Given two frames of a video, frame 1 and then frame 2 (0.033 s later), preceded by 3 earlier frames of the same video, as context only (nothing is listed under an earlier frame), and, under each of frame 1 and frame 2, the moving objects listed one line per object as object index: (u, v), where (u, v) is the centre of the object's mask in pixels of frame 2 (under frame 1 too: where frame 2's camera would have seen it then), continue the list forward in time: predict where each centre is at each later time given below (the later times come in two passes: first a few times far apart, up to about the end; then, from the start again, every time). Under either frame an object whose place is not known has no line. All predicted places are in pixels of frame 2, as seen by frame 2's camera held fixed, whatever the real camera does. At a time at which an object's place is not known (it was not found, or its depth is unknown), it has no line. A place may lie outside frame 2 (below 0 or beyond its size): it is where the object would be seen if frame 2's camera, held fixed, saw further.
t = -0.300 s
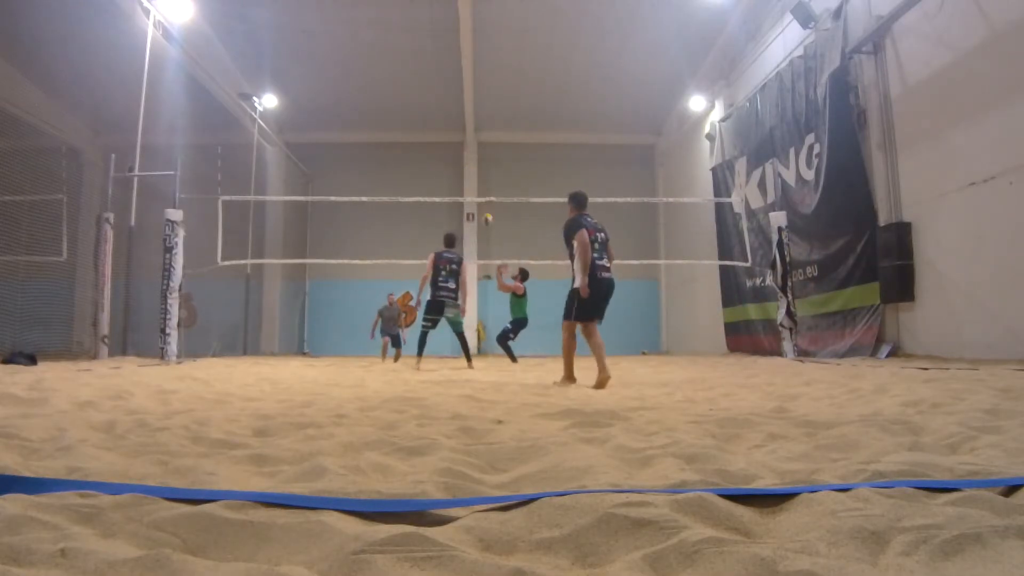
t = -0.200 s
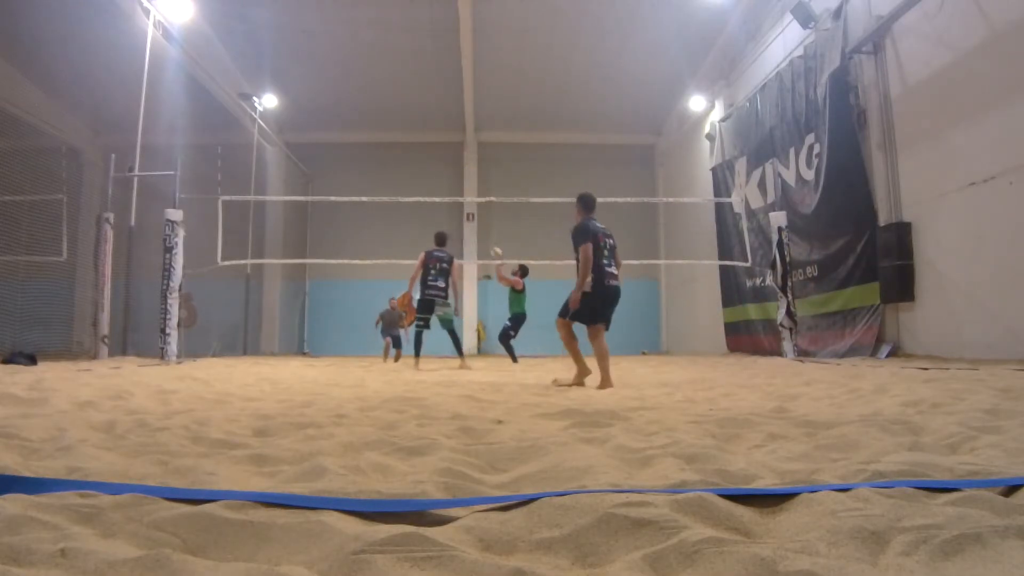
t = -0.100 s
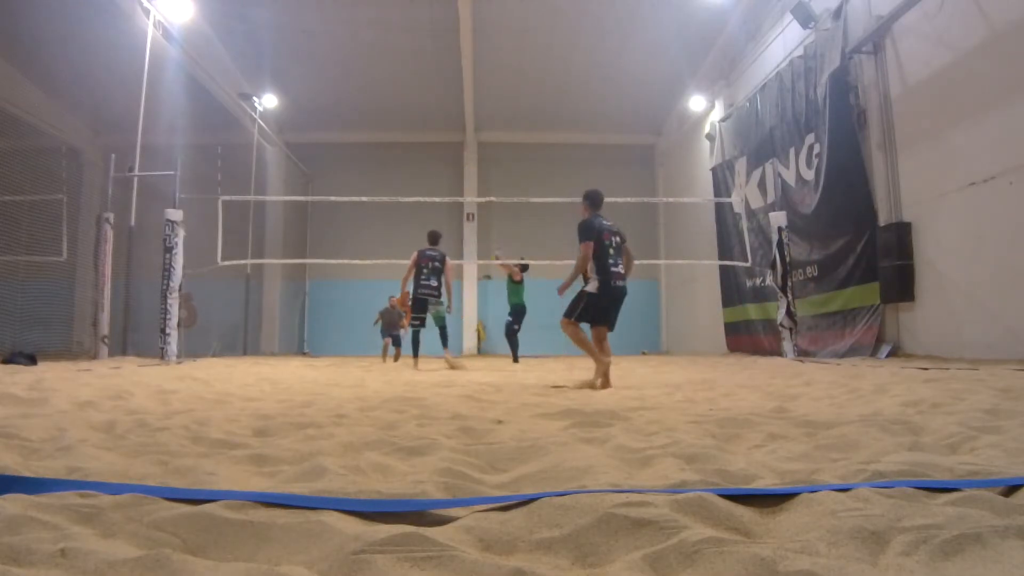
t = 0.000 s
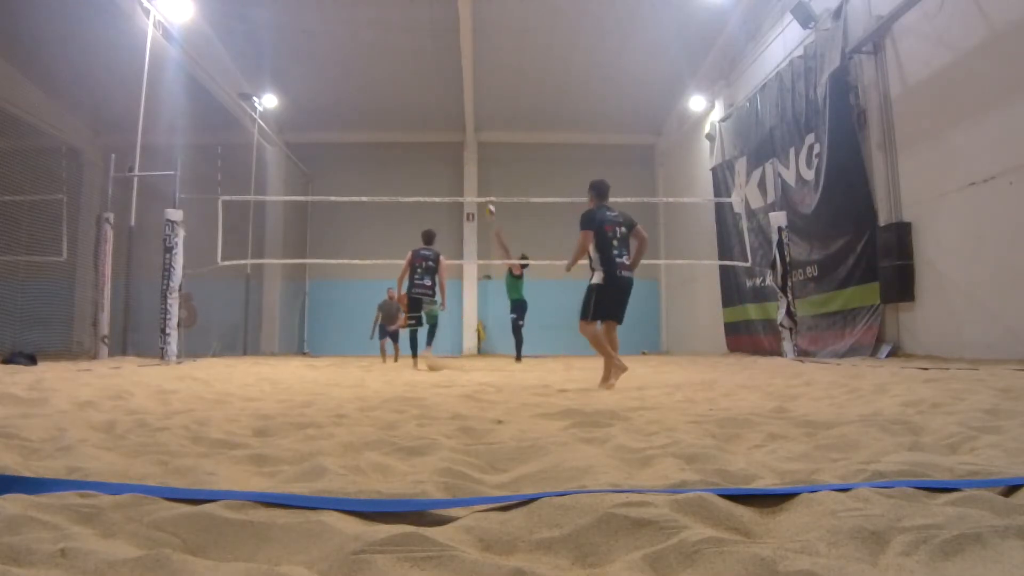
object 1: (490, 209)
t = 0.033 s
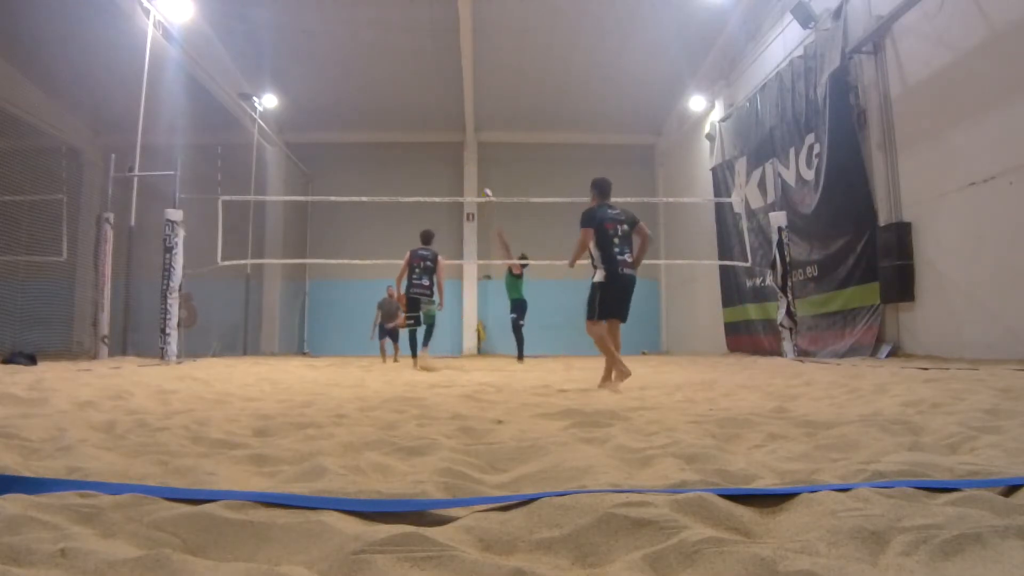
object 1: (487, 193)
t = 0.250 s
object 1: (468, 115)
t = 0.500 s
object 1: (447, 60)
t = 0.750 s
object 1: (426, 41)
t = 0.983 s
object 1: (406, 54)
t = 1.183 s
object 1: (390, 88)
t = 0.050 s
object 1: (484, 188)
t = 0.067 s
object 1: (484, 181)
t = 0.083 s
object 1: (483, 173)
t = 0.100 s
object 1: (481, 166)
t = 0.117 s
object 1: (480, 162)
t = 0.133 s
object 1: (478, 154)
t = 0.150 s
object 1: (476, 148)
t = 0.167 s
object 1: (475, 143)
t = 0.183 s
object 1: (474, 137)
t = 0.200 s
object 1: (472, 132)
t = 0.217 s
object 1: (471, 126)
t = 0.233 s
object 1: (469, 122)
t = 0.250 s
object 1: (468, 115)
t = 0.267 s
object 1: (467, 111)
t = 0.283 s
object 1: (465, 106)
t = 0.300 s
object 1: (464, 101)
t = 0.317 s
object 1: (462, 97)
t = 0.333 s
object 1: (460, 92)
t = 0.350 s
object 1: (459, 88)
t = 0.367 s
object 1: (458, 84)
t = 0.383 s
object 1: (456, 81)
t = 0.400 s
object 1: (455, 77)
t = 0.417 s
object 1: (454, 74)
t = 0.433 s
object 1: (452, 71)
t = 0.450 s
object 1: (451, 68)
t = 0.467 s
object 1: (450, 66)
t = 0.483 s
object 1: (448, 63)
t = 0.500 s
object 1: (447, 60)
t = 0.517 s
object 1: (445, 58)
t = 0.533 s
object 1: (444, 56)
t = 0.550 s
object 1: (442, 54)
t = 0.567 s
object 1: (441, 52)
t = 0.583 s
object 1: (439, 51)
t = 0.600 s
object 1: (438, 49)
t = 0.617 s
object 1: (437, 48)
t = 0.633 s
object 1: (436, 46)
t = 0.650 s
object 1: (434, 45)
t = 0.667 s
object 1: (432, 44)
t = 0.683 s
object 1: (431, 43)
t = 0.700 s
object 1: (429, 42)
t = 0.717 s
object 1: (428, 41)
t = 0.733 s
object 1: (427, 42)
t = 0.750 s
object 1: (426, 41)
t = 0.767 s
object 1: (425, 41)
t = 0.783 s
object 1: (424, 42)
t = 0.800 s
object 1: (422, 42)
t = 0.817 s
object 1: (421, 43)
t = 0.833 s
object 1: (419, 44)
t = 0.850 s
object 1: (418, 44)
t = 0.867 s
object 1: (416, 45)
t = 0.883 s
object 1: (415, 46)
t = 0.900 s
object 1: (413, 47)
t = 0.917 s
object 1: (412, 48)
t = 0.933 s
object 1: (410, 49)
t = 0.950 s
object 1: (409, 51)
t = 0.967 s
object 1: (407, 52)
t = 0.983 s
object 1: (406, 54)
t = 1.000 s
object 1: (405, 56)
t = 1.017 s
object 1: (403, 58)
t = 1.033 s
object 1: (402, 60)
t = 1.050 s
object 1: (400, 63)
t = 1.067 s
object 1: (398, 66)
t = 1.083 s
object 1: (397, 69)
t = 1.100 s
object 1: (396, 72)
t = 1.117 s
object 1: (395, 74)
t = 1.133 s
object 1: (394, 78)
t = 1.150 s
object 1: (392, 81)
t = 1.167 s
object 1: (391, 85)
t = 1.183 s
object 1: (390, 88)
